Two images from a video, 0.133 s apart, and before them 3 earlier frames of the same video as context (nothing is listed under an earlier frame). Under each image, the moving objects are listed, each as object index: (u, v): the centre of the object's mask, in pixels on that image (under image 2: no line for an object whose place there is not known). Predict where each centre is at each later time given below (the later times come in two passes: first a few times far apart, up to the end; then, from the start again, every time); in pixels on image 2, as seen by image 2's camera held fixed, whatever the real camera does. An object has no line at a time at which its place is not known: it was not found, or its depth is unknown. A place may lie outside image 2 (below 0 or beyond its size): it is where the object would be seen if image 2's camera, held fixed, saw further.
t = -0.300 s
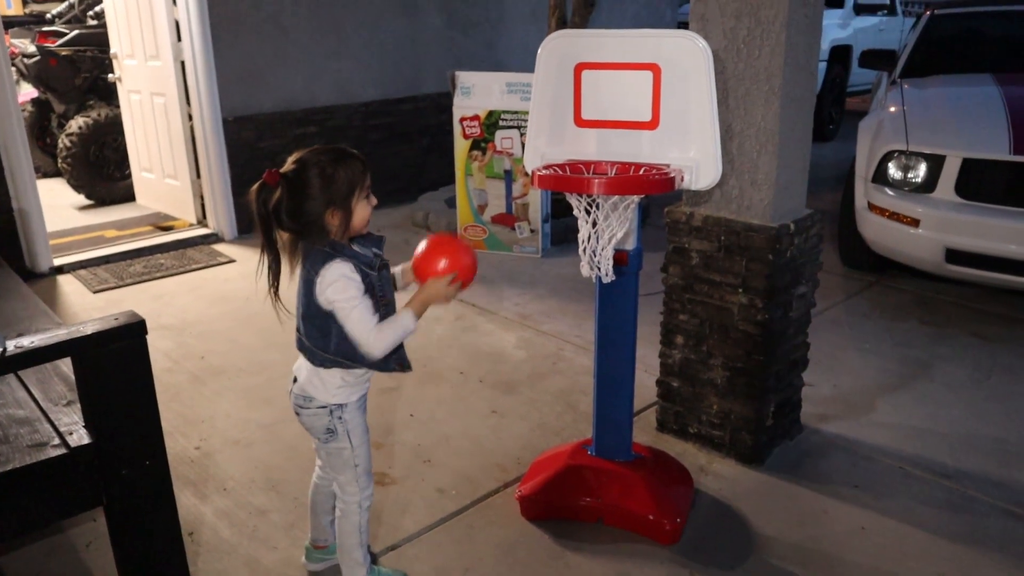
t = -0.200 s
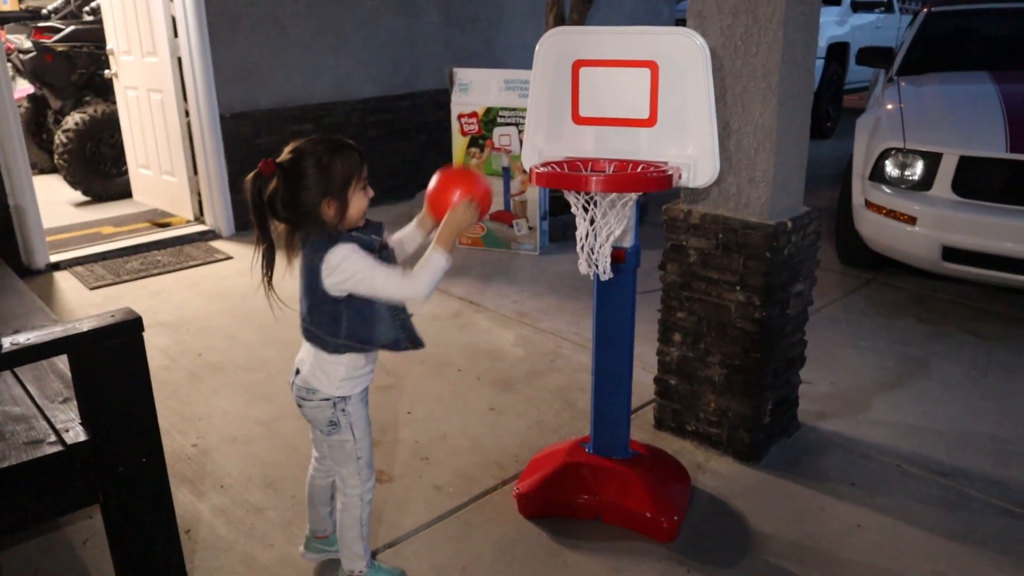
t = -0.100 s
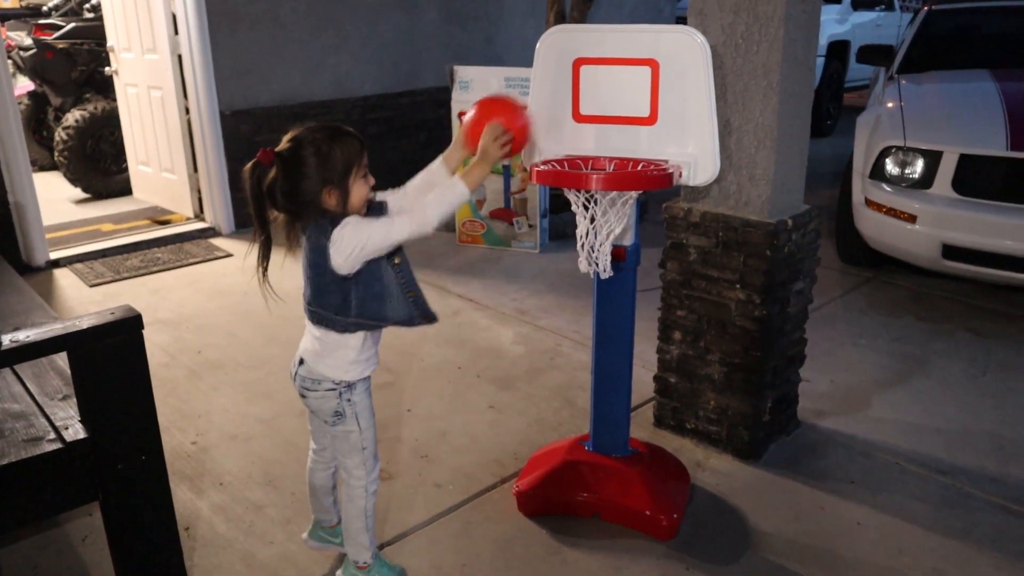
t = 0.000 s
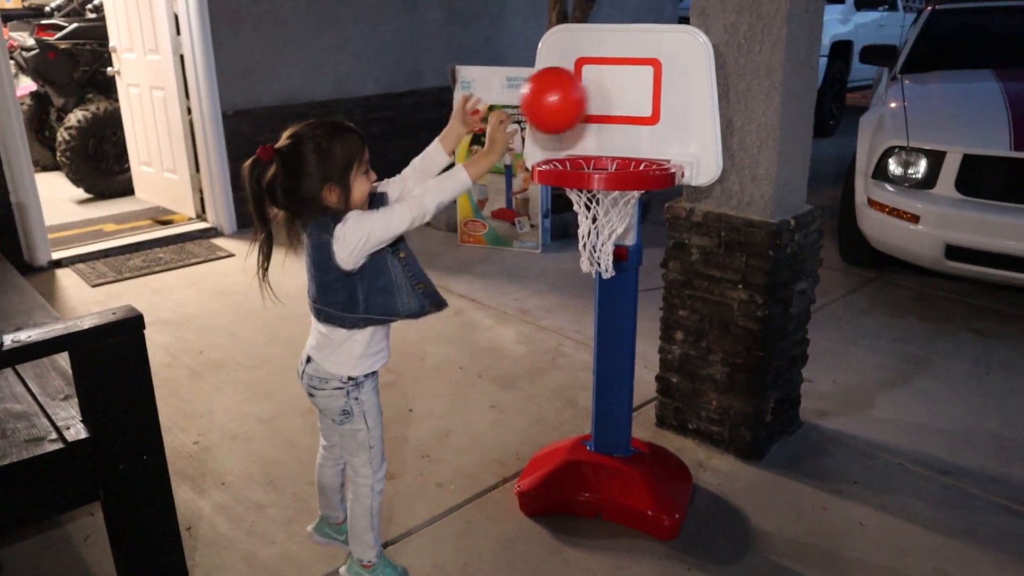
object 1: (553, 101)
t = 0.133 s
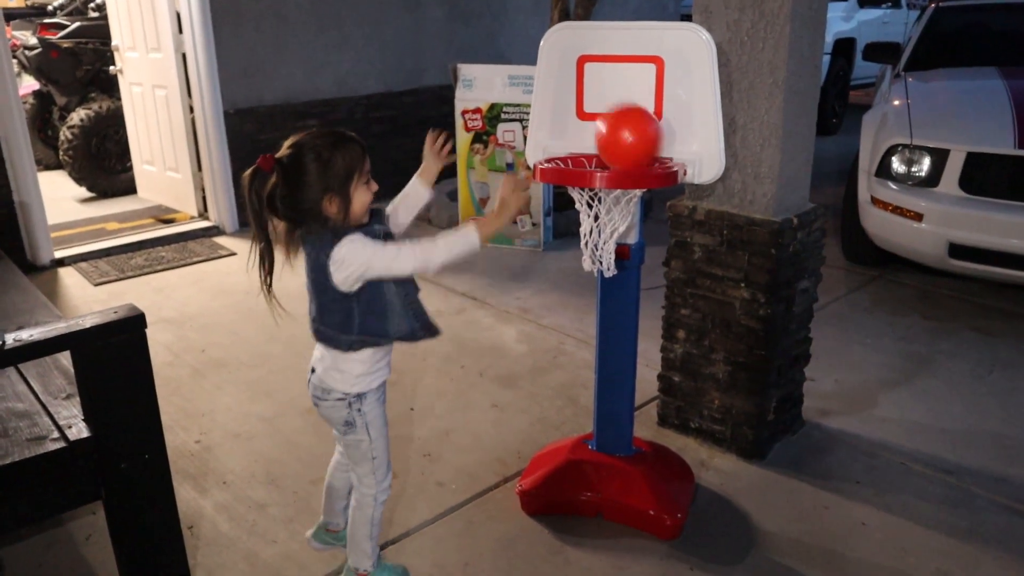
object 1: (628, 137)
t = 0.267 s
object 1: (638, 148)
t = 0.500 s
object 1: (574, 199)
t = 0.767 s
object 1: (621, 250)
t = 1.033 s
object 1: (639, 440)
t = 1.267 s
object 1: (652, 411)
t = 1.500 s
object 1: (658, 575)
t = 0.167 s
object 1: (637, 144)
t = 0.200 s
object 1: (640, 143)
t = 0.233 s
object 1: (642, 147)
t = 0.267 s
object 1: (638, 148)
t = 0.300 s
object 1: (631, 150)
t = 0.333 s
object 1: (619, 151)
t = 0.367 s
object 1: (608, 153)
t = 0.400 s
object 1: (596, 153)
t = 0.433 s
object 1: (587, 156)
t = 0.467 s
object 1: (581, 169)
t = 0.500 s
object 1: (574, 199)
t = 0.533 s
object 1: (575, 195)
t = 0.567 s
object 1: (578, 207)
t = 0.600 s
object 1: (583, 211)
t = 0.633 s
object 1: (591, 218)
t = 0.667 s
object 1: (601, 223)
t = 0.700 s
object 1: (608, 231)
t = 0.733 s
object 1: (616, 241)
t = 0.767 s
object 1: (621, 250)
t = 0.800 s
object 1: (625, 262)
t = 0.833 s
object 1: (626, 278)
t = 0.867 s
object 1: (629, 300)
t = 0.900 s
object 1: (630, 321)
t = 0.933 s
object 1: (632, 348)
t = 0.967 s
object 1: (634, 378)
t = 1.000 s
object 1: (635, 410)
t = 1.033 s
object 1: (639, 440)
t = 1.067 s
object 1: (642, 442)
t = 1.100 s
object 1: (644, 429)
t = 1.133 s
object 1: (646, 418)
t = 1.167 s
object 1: (648, 410)
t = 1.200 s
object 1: (649, 406)
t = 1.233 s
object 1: (651, 407)
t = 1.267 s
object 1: (652, 411)
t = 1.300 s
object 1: (653, 420)
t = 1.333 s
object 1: (654, 433)
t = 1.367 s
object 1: (655, 453)
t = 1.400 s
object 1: (656, 478)
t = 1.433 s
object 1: (657, 506)
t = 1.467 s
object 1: (657, 537)
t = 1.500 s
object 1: (658, 575)
